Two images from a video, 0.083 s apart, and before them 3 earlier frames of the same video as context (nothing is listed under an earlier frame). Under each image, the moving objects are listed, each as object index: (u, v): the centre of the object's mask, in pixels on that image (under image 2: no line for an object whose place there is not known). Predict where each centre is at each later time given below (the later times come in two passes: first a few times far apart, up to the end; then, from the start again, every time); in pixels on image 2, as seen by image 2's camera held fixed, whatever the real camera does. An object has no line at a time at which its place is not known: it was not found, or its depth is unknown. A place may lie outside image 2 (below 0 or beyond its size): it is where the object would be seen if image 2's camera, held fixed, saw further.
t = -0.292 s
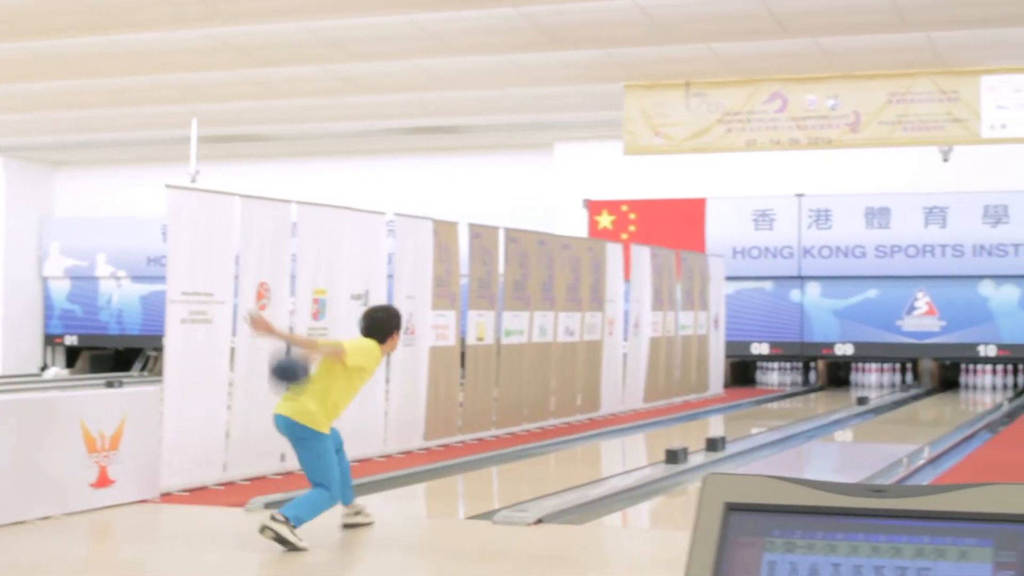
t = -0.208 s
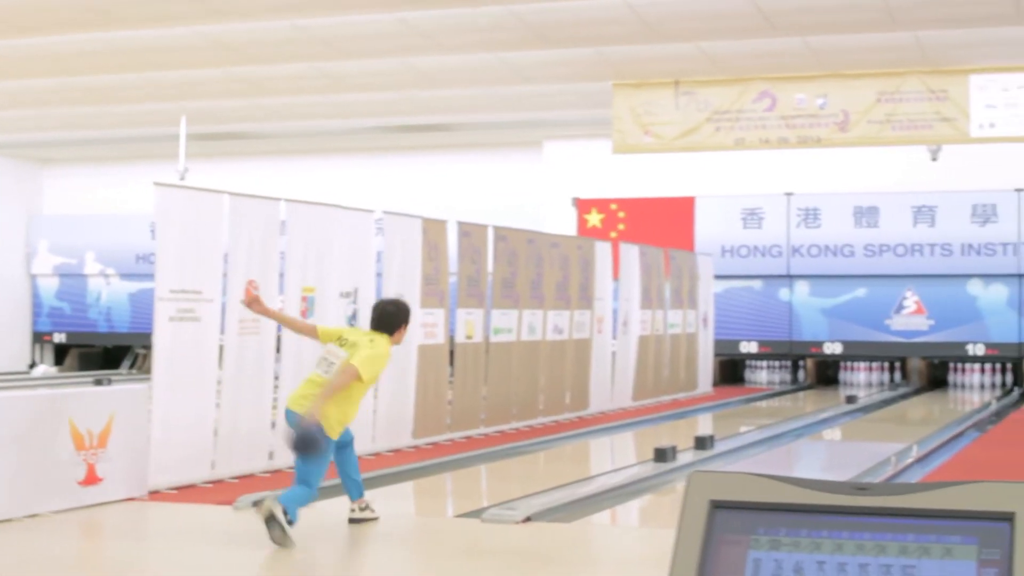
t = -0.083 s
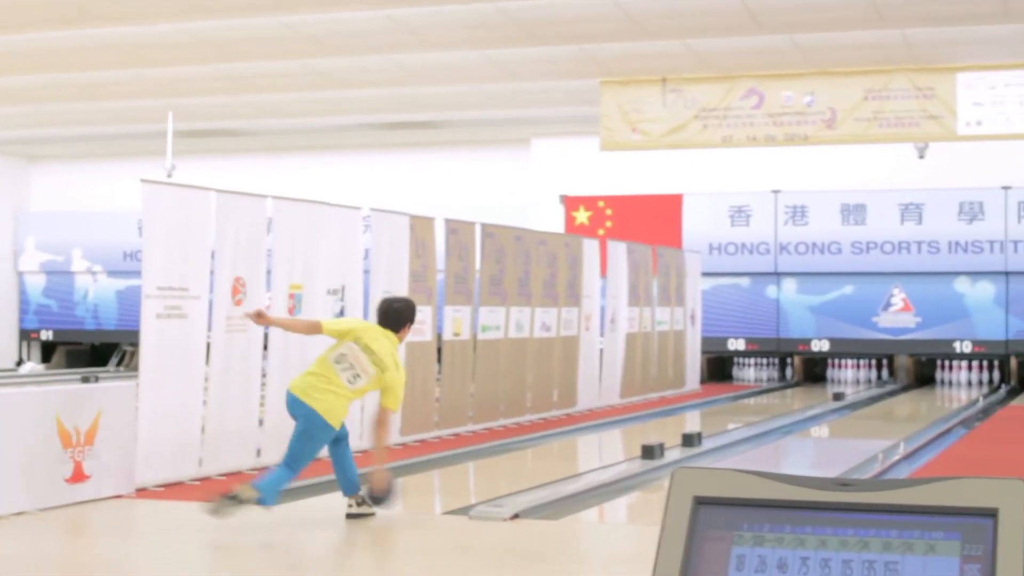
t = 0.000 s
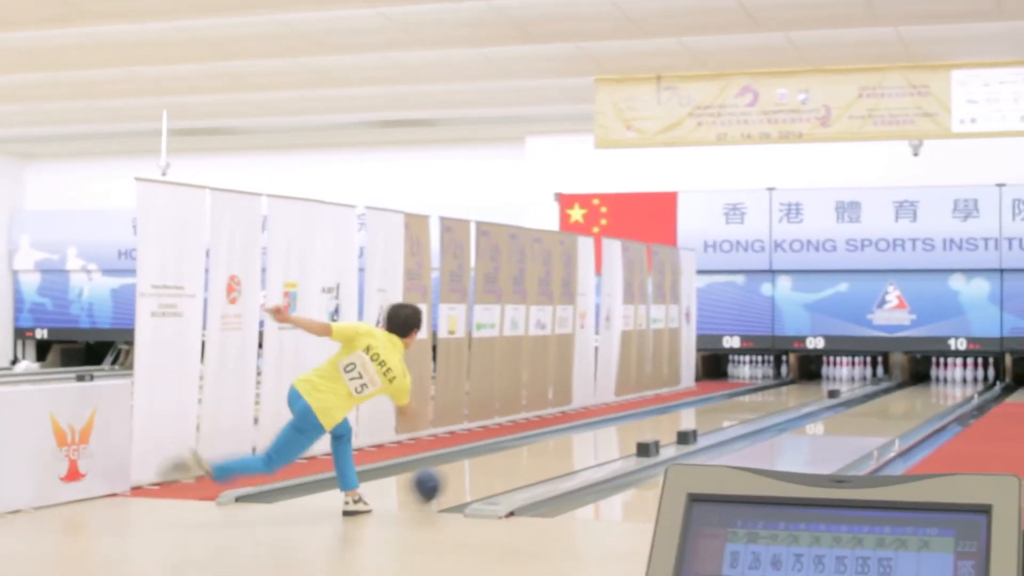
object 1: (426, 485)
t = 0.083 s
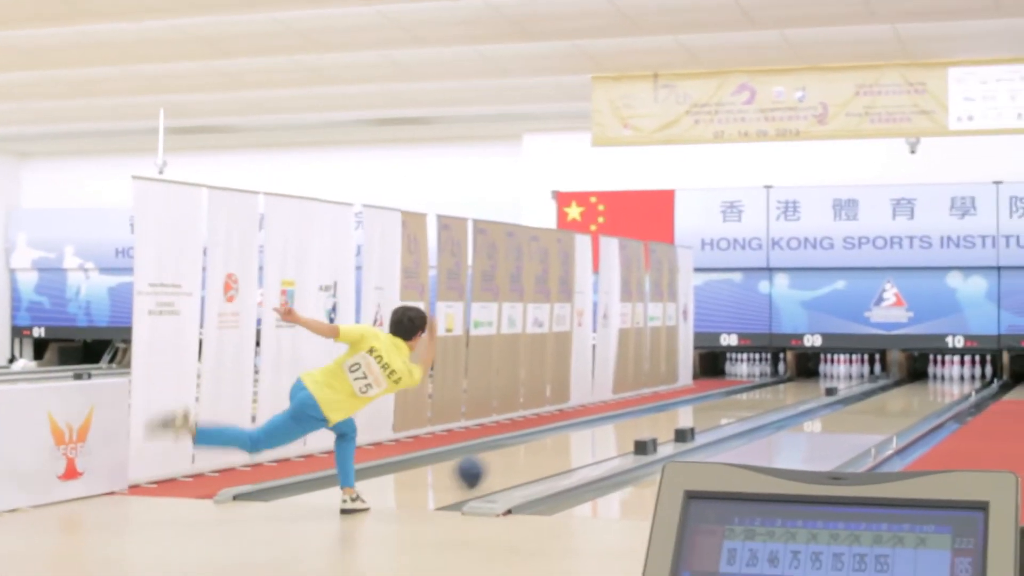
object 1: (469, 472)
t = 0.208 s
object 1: (528, 459)
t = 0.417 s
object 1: (604, 440)
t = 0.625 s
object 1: (665, 425)
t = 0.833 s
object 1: (712, 413)
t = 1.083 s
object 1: (756, 401)
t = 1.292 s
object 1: (784, 393)
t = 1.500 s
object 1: (808, 386)
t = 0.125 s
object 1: (490, 467)
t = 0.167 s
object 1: (510, 463)
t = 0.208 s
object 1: (528, 459)
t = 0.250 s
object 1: (545, 455)
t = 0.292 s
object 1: (561, 451)
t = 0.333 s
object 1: (576, 447)
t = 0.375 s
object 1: (591, 444)
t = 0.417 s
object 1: (604, 440)
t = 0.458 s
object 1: (618, 437)
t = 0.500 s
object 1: (630, 433)
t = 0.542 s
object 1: (643, 429)
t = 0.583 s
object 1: (653, 427)
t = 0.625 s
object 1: (665, 425)
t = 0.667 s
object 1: (674, 421)
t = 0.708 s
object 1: (685, 418)
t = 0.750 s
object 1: (695, 417)
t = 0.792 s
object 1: (703, 415)
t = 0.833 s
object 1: (712, 413)
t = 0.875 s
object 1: (720, 411)
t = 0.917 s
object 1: (728, 408)
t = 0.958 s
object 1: (735, 406)
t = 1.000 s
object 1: (743, 405)
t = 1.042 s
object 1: (750, 403)
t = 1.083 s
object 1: (756, 401)
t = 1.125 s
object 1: (762, 400)
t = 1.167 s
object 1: (768, 398)
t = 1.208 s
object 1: (774, 397)
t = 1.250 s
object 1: (780, 395)
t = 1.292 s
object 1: (784, 393)
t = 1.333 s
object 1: (790, 392)
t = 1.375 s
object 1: (795, 390)
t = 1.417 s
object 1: (800, 389)
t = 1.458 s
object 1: (804, 387)
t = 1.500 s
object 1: (808, 386)
